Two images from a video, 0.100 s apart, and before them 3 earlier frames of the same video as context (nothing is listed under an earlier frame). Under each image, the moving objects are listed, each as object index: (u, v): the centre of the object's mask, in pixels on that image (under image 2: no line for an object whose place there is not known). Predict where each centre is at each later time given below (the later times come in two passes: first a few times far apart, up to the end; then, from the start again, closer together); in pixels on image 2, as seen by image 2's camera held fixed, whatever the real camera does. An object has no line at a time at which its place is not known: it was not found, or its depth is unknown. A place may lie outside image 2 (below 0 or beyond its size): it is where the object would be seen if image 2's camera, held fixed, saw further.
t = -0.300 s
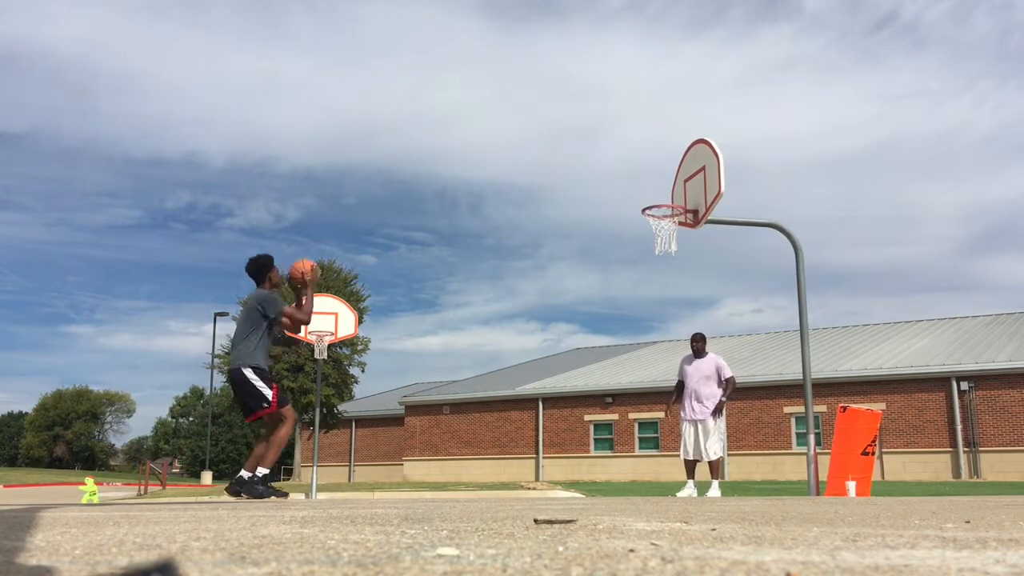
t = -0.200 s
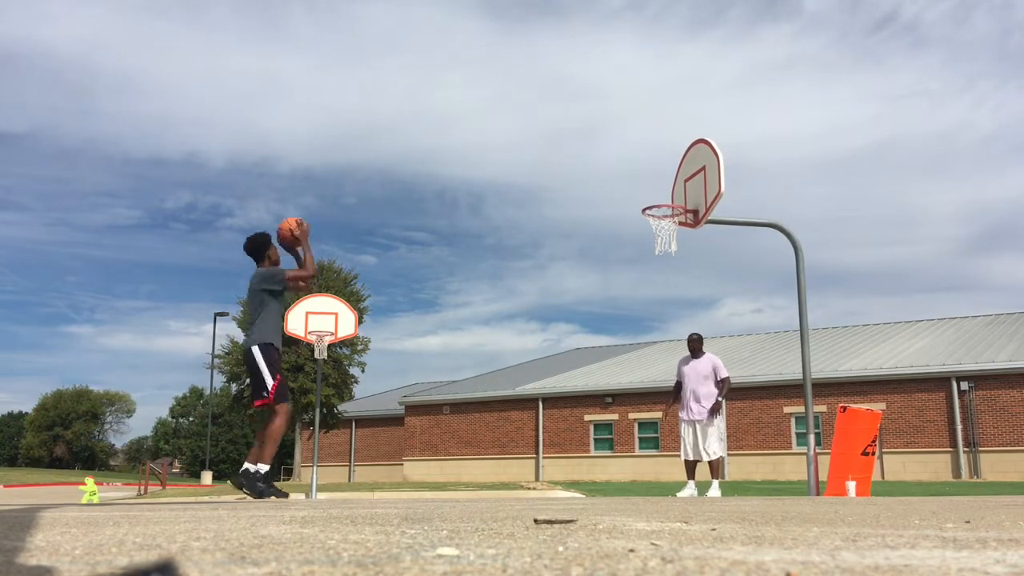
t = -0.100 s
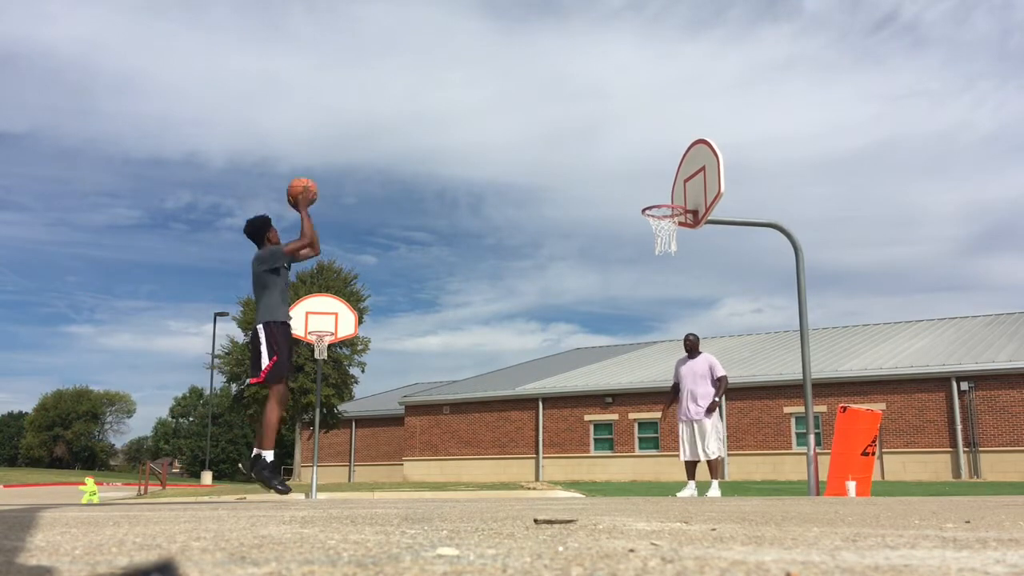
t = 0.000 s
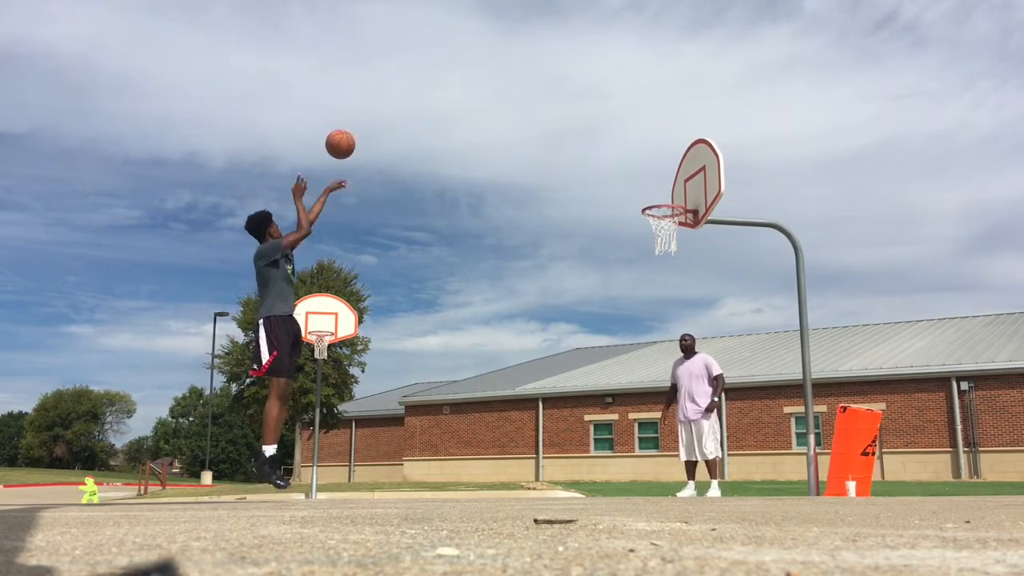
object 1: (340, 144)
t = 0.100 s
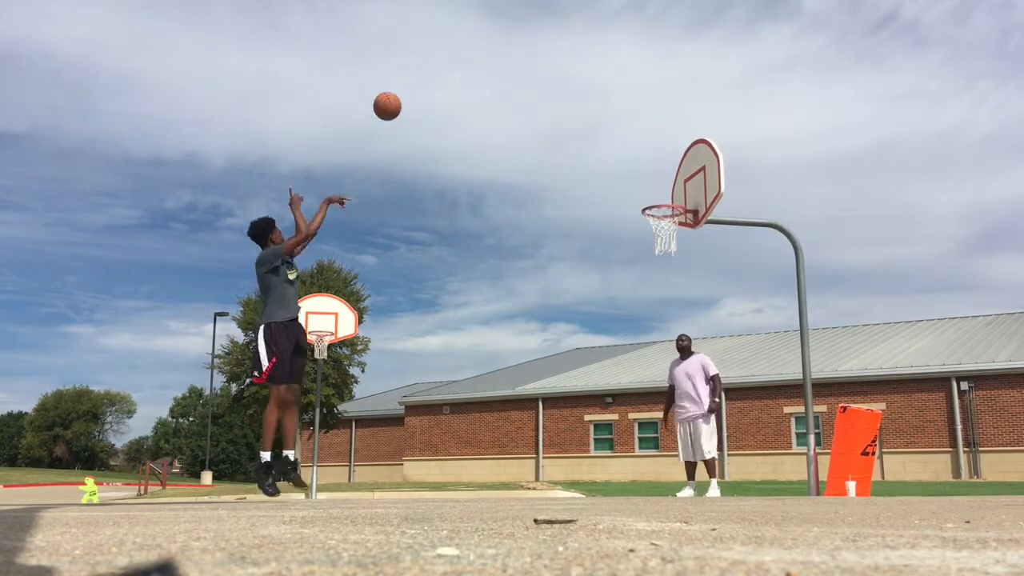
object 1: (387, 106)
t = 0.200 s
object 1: (430, 82)
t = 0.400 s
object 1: (504, 67)
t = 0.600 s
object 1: (568, 89)
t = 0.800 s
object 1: (625, 142)
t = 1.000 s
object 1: (673, 218)
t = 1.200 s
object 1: (650, 263)
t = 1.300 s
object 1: (639, 295)
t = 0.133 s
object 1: (401, 97)
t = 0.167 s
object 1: (416, 88)
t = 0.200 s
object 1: (430, 82)
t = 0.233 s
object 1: (443, 76)
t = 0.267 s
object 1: (456, 72)
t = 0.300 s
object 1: (468, 69)
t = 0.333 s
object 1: (480, 67)
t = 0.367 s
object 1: (492, 66)
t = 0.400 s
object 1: (504, 67)
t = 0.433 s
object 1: (515, 68)
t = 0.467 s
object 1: (526, 70)
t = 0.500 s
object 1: (537, 73)
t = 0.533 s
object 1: (547, 78)
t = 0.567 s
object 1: (558, 83)
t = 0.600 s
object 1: (568, 89)
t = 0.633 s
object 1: (578, 95)
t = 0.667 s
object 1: (588, 103)
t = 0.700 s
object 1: (598, 112)
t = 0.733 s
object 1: (607, 121)
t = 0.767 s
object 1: (616, 131)
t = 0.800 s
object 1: (625, 142)
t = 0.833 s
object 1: (634, 153)
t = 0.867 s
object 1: (643, 166)
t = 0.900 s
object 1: (652, 179)
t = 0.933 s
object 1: (661, 193)
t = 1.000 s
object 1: (673, 218)
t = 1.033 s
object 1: (671, 225)
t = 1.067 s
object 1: (665, 233)
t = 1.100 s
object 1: (662, 239)
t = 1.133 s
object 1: (657, 245)
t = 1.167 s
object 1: (654, 254)
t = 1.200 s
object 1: (650, 263)
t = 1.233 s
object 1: (646, 272)
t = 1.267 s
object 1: (642, 284)
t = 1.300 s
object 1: (639, 295)
